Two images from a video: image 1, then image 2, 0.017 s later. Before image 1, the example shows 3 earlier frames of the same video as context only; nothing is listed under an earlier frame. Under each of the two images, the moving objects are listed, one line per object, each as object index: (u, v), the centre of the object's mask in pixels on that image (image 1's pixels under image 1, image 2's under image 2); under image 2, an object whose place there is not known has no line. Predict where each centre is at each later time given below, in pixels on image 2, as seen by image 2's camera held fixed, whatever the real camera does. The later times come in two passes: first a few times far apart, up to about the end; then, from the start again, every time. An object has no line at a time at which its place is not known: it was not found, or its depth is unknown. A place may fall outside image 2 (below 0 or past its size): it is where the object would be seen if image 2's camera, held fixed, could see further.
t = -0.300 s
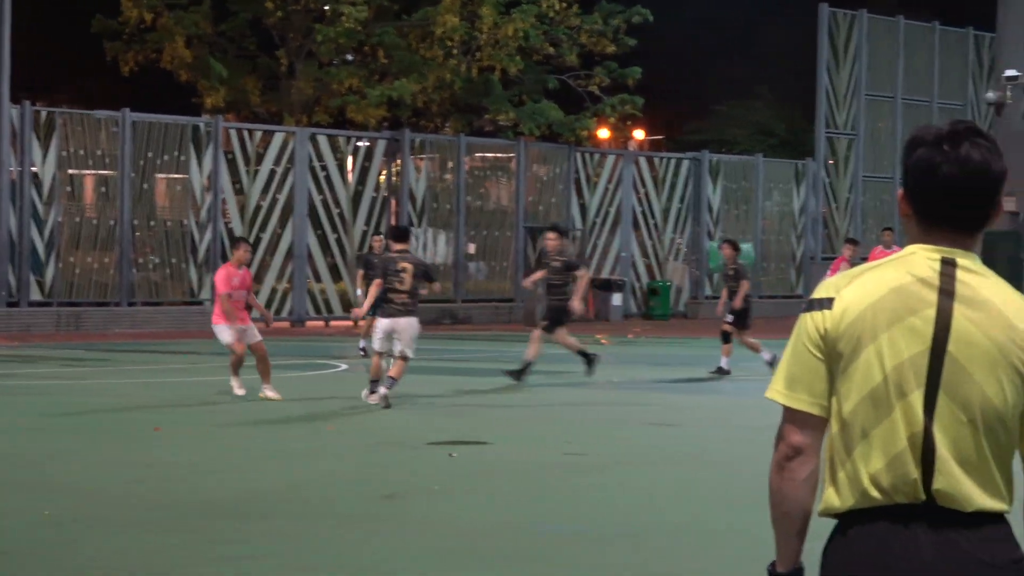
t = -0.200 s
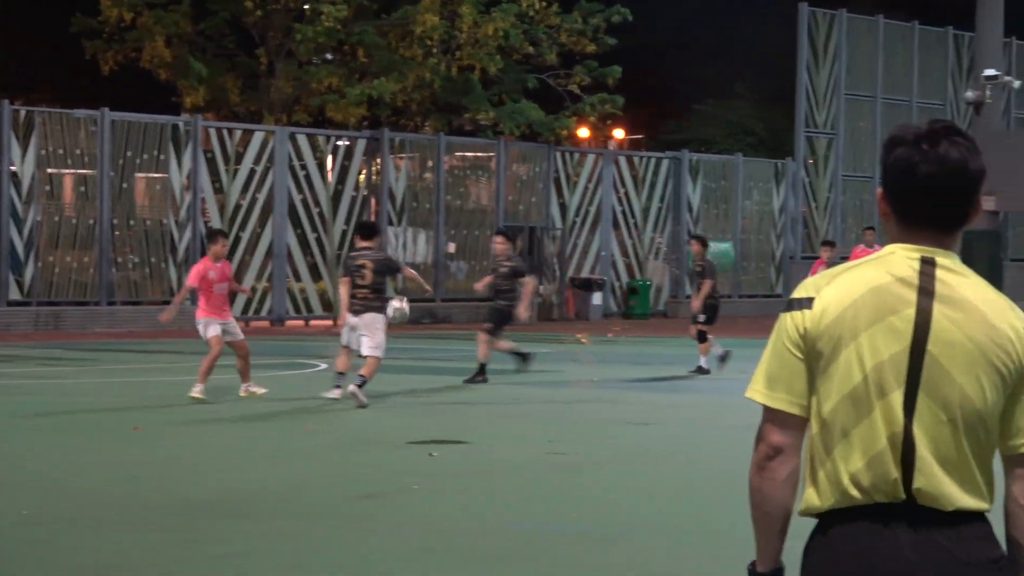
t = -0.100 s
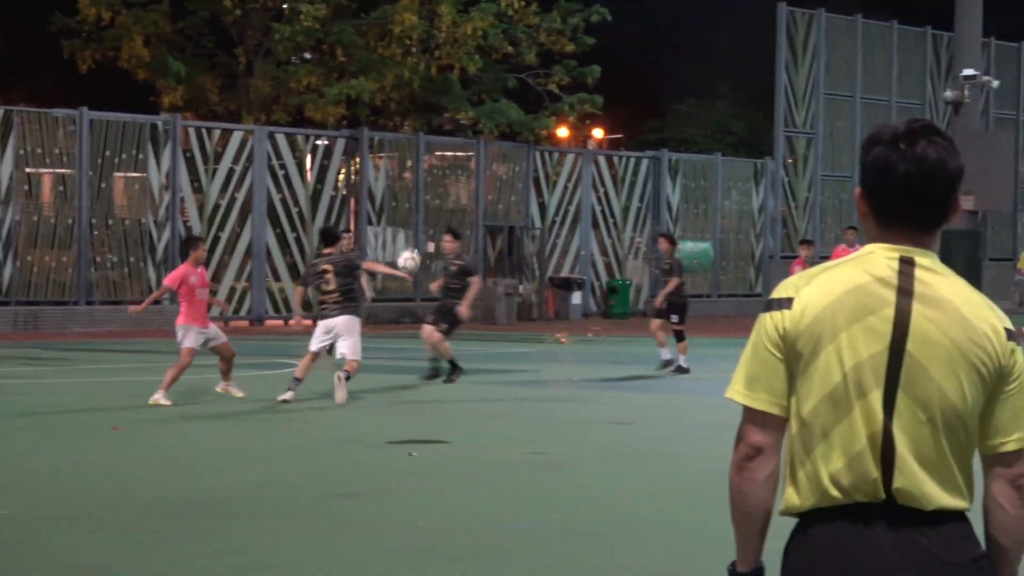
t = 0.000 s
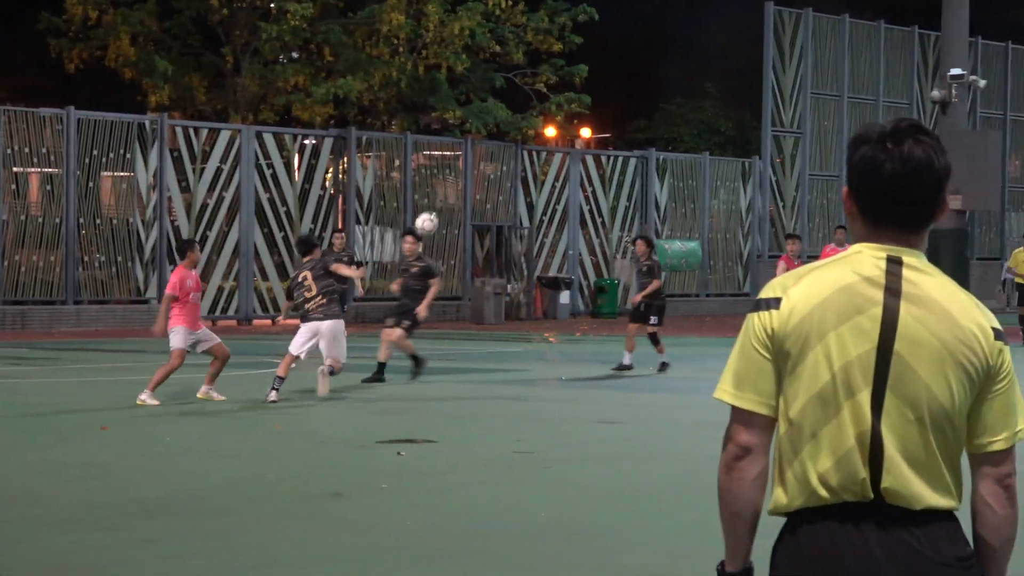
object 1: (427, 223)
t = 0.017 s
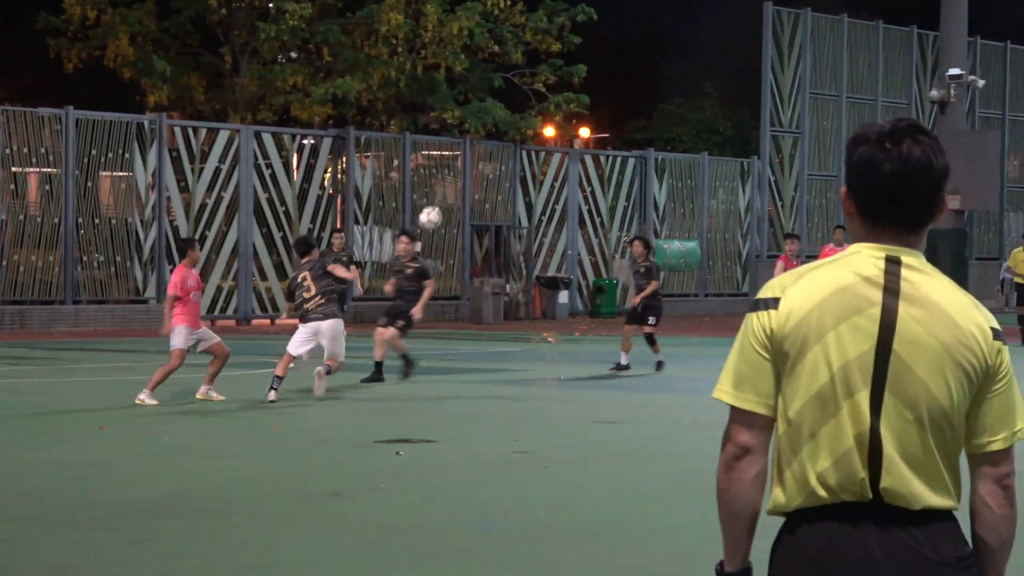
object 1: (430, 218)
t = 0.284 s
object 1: (502, 176)
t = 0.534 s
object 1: (564, 197)
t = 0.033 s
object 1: (435, 213)
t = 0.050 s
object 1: (439, 209)
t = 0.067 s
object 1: (444, 204)
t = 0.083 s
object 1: (448, 201)
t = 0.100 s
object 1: (453, 197)
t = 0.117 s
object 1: (457, 194)
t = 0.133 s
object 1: (462, 190)
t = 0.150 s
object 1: (467, 188)
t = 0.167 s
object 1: (471, 185)
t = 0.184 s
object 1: (476, 184)
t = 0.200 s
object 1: (481, 181)
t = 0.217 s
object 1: (485, 179)
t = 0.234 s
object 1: (489, 178)
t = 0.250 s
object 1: (493, 177)
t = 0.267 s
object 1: (498, 177)
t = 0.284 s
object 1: (502, 176)
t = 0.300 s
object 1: (507, 176)
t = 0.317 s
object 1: (511, 175)
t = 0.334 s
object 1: (515, 175)
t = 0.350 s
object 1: (519, 176)
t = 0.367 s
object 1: (523, 177)
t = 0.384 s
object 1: (528, 178)
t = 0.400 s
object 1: (531, 179)
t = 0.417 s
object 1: (535, 180)
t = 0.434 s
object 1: (540, 182)
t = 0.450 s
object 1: (544, 184)
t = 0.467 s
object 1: (548, 186)
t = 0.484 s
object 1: (552, 188)
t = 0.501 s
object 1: (557, 191)
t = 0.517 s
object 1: (560, 194)
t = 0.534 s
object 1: (564, 197)
